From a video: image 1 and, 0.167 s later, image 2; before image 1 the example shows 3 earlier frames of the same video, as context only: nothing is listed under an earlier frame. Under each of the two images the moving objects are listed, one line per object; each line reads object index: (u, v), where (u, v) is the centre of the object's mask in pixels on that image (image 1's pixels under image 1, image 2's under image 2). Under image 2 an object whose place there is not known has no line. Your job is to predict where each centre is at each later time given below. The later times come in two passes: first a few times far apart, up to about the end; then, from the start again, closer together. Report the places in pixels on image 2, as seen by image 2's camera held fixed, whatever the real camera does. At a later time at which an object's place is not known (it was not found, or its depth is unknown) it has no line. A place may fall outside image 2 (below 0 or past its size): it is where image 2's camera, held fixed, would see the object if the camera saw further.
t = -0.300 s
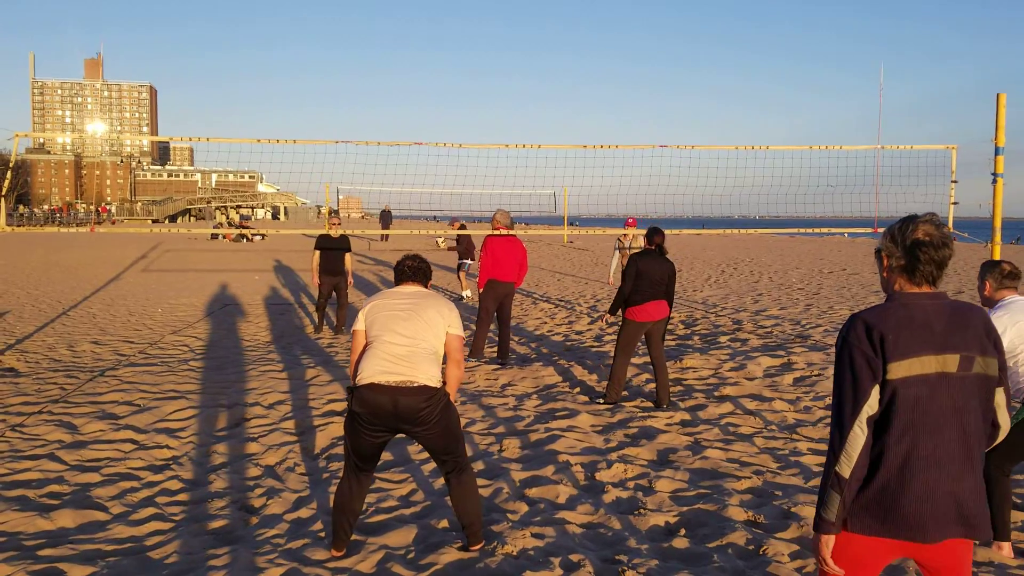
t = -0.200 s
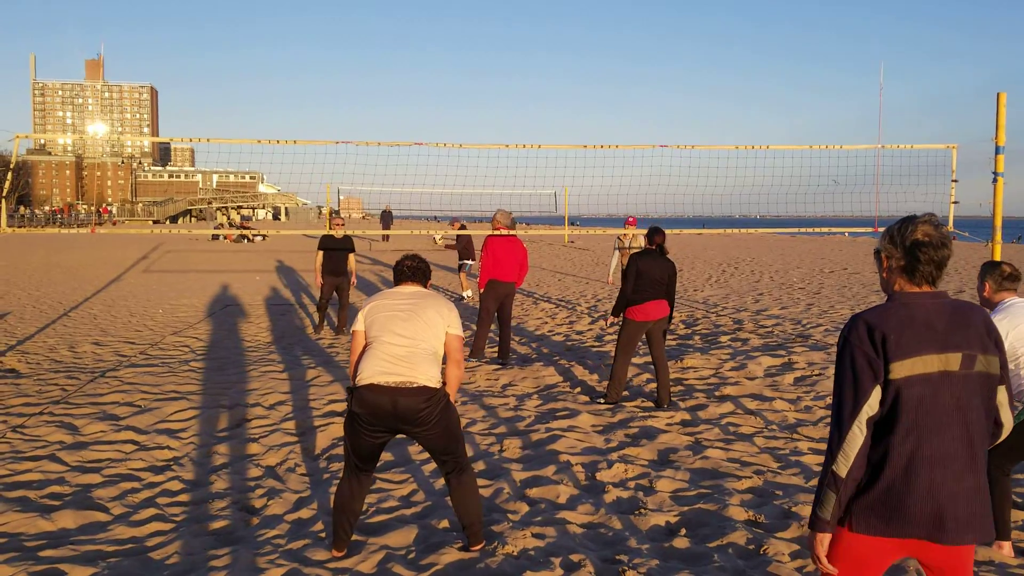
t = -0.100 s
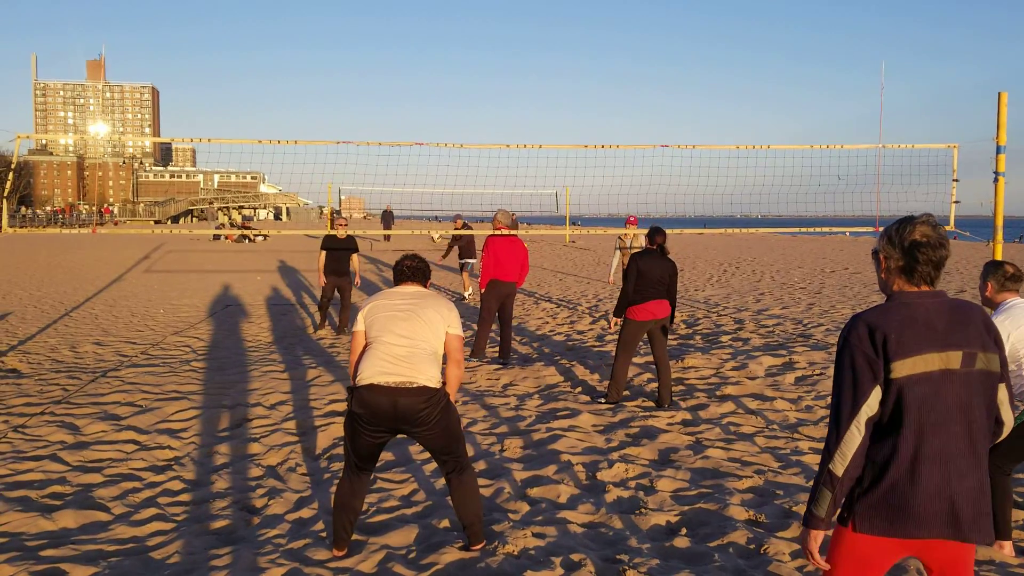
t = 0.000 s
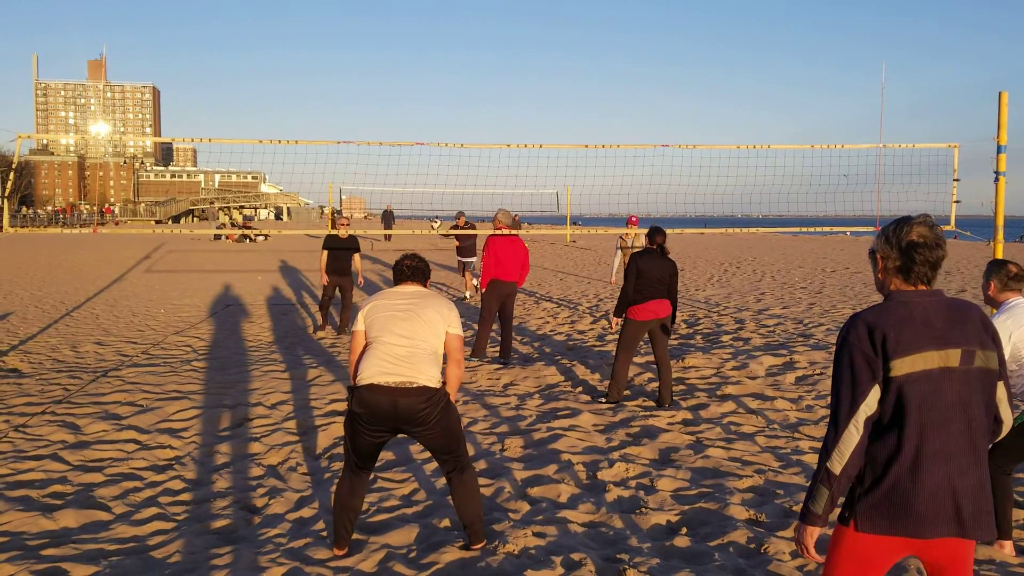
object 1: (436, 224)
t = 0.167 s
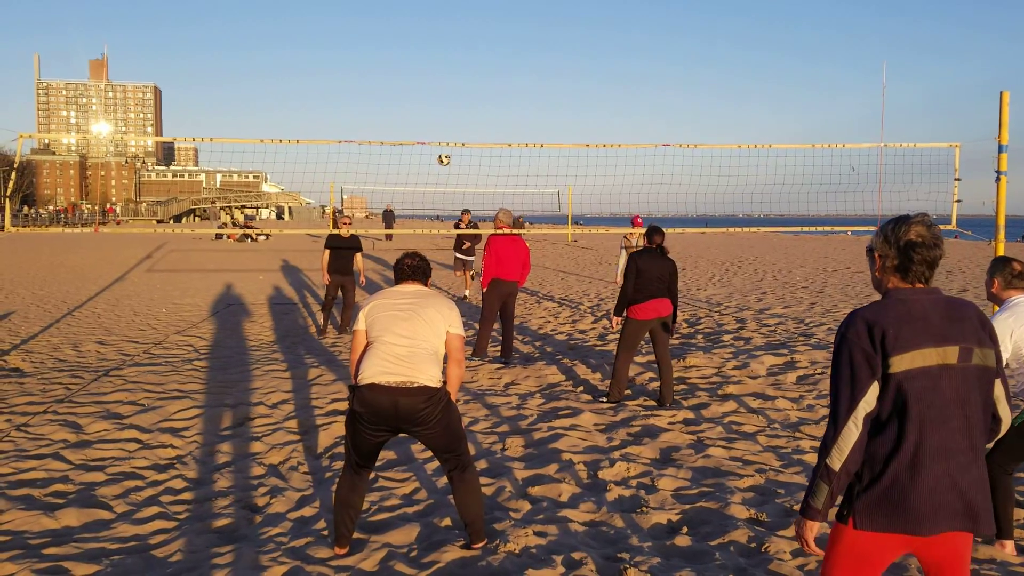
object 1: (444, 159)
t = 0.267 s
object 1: (449, 124)
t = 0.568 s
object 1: (464, 34)
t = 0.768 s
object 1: (482, 6)
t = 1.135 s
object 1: (556, 42)
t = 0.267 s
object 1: (449, 124)
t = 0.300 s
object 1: (450, 112)
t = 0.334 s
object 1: (452, 101)
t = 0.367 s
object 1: (453, 90)
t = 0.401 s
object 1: (455, 80)
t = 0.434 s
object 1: (457, 70)
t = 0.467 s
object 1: (459, 60)
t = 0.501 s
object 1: (460, 51)
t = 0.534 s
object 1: (462, 42)
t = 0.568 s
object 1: (464, 34)
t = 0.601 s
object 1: (466, 27)
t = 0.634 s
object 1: (469, 20)
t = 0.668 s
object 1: (472, 14)
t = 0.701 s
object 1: (475, 10)
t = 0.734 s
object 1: (478, 8)
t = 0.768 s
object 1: (482, 6)
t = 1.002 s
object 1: (520, 10)
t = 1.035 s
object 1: (528, 13)
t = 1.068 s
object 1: (537, 19)
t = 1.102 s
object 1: (546, 30)
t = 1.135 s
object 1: (556, 42)
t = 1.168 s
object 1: (566, 58)
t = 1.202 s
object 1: (578, 76)
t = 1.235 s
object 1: (590, 98)
